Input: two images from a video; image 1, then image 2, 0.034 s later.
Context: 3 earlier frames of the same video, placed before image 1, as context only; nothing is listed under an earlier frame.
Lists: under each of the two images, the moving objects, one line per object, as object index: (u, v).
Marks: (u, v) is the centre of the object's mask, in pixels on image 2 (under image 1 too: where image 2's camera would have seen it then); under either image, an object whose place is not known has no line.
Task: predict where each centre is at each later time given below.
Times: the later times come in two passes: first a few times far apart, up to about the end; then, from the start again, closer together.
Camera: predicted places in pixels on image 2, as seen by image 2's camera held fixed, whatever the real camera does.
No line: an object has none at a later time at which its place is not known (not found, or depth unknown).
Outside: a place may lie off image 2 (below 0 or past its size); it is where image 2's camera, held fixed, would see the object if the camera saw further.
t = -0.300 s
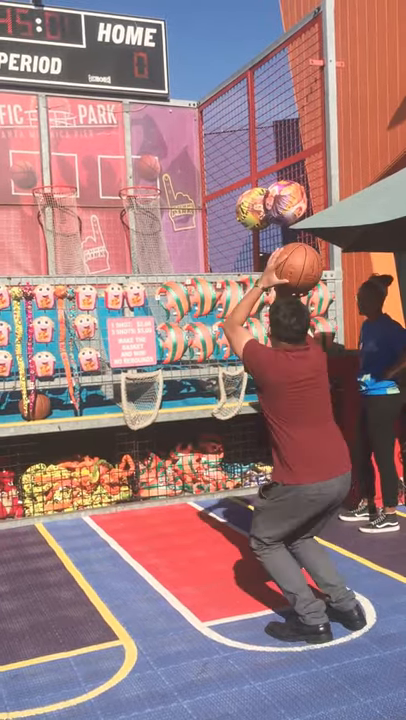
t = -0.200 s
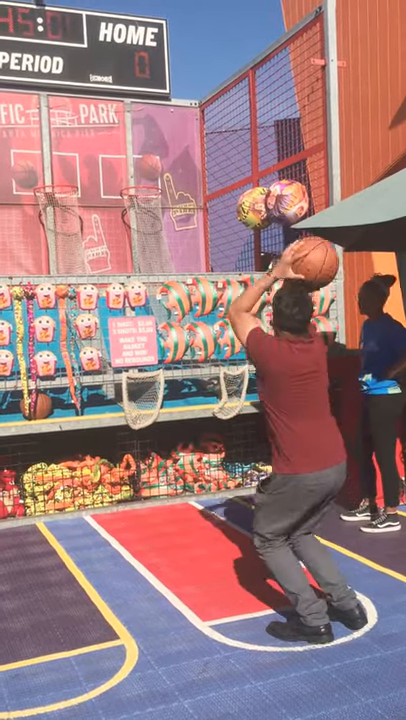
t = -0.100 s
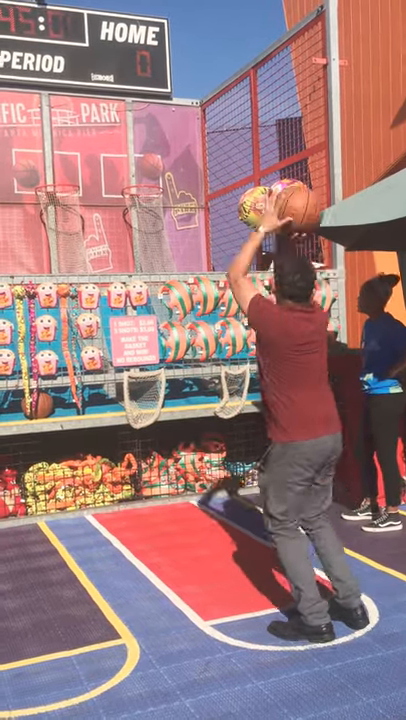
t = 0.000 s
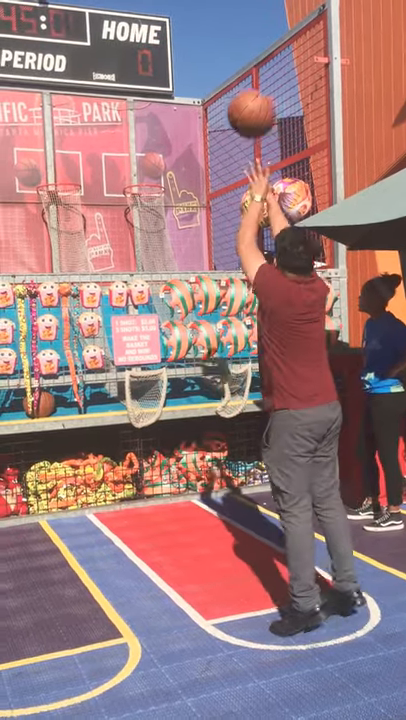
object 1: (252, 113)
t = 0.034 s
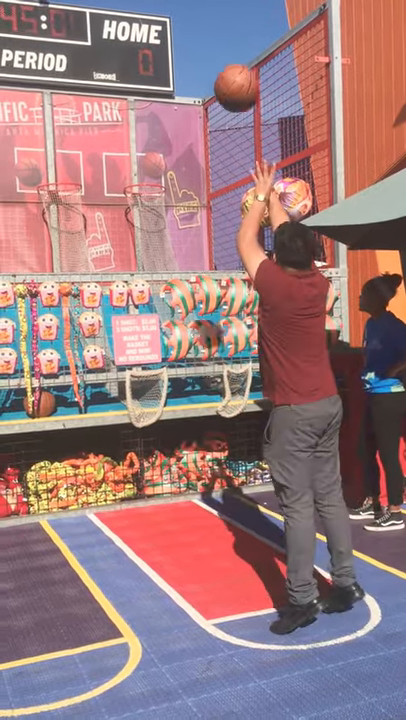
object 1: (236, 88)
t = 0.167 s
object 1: (187, 23)
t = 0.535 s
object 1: (105, 21)
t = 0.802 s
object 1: (75, 106)
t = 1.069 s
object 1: (58, 192)
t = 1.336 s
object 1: (59, 238)
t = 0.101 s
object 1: (209, 49)
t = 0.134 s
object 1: (197, 34)
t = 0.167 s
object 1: (187, 23)
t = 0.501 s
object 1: (110, 16)
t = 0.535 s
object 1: (105, 21)
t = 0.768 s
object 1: (78, 93)
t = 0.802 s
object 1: (75, 106)
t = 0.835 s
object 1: (72, 120)
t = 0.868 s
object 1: (70, 134)
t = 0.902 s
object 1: (68, 149)
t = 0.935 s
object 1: (66, 164)
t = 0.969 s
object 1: (64, 175)
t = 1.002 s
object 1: (62, 181)
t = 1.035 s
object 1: (59, 191)
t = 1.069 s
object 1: (58, 192)
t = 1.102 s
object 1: (58, 194)
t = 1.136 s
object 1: (57, 199)
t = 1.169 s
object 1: (57, 202)
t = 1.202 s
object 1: (57, 206)
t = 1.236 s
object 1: (57, 212)
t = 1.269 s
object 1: (58, 220)
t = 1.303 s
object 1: (58, 229)
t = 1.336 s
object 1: (59, 238)
